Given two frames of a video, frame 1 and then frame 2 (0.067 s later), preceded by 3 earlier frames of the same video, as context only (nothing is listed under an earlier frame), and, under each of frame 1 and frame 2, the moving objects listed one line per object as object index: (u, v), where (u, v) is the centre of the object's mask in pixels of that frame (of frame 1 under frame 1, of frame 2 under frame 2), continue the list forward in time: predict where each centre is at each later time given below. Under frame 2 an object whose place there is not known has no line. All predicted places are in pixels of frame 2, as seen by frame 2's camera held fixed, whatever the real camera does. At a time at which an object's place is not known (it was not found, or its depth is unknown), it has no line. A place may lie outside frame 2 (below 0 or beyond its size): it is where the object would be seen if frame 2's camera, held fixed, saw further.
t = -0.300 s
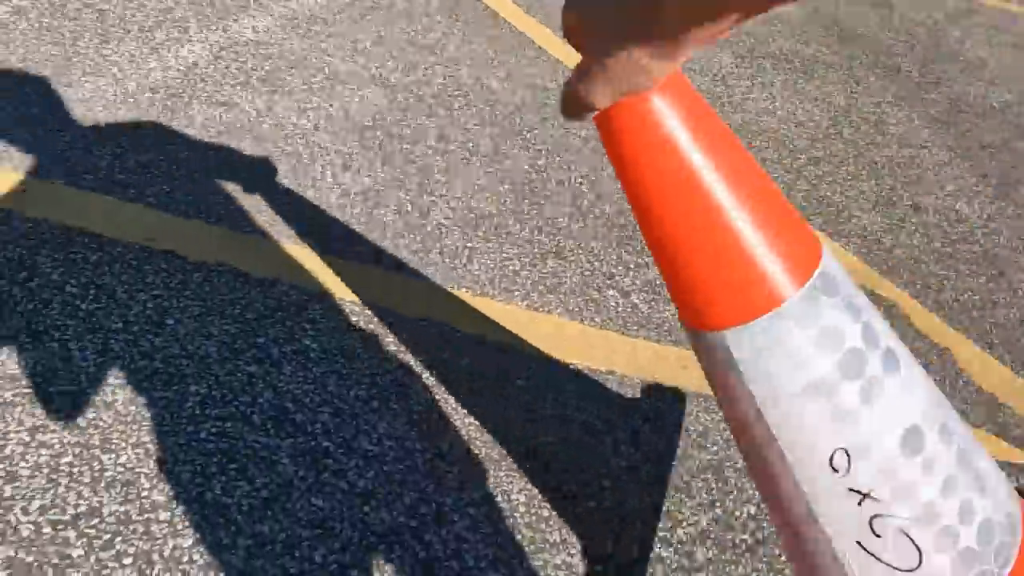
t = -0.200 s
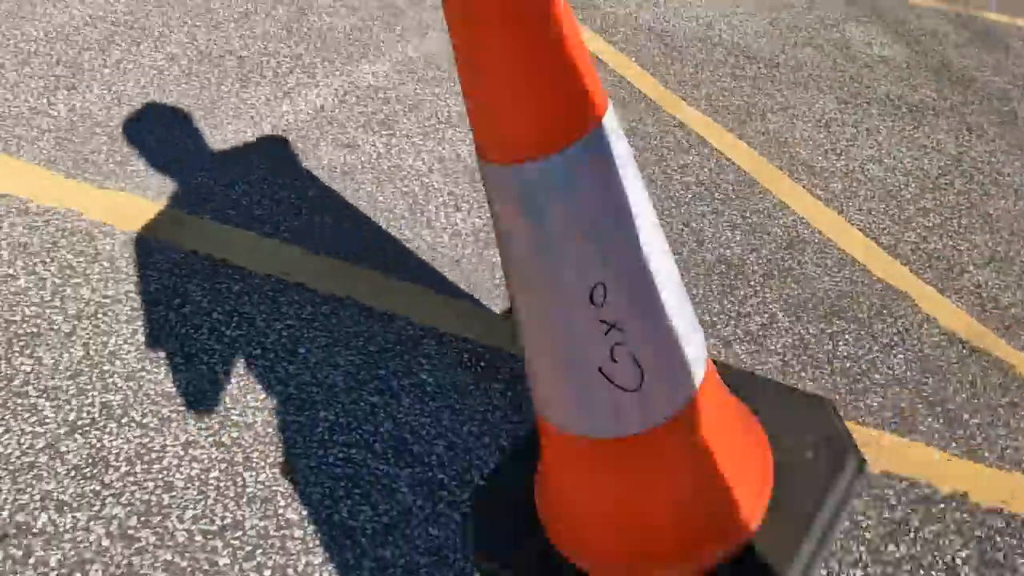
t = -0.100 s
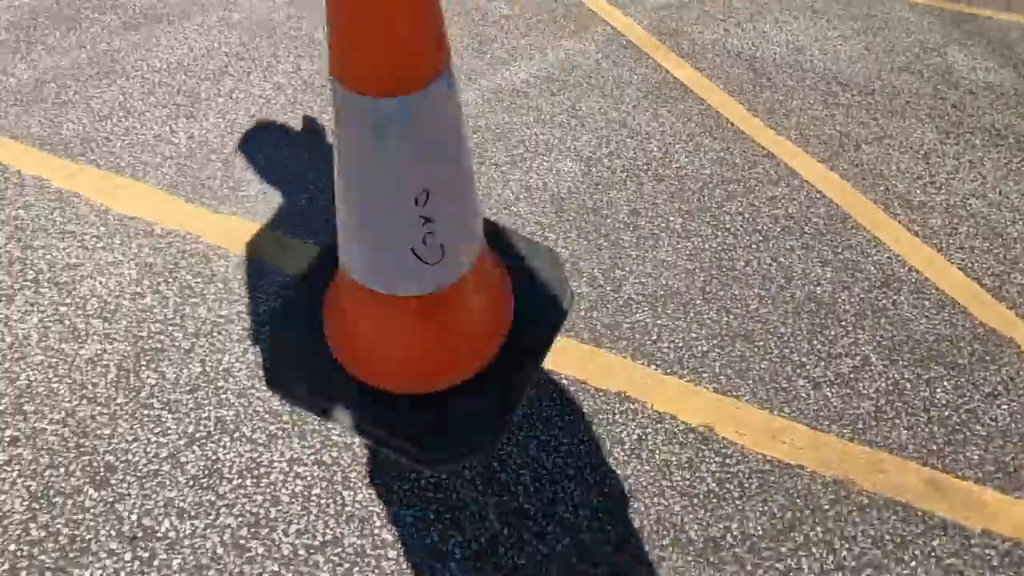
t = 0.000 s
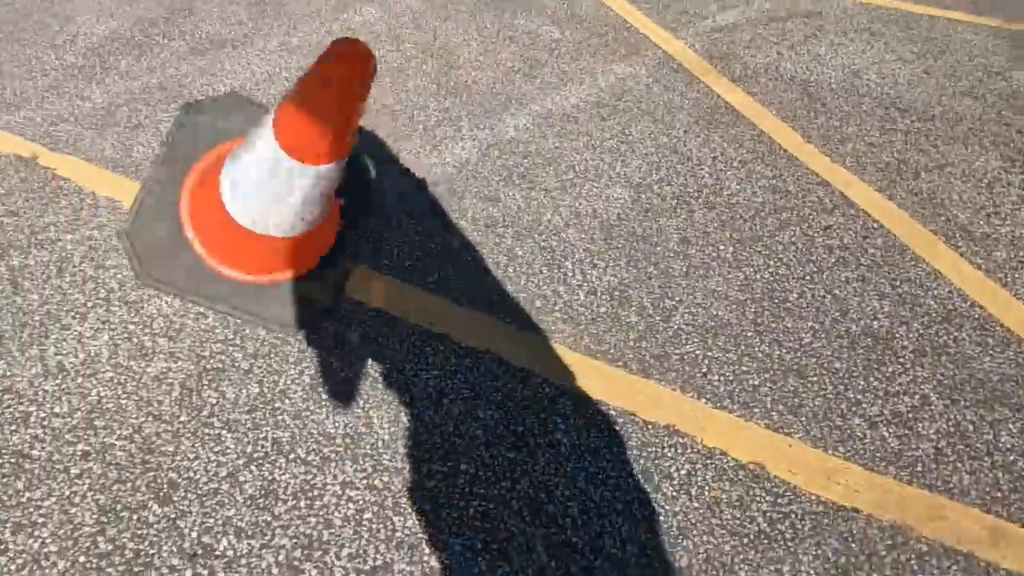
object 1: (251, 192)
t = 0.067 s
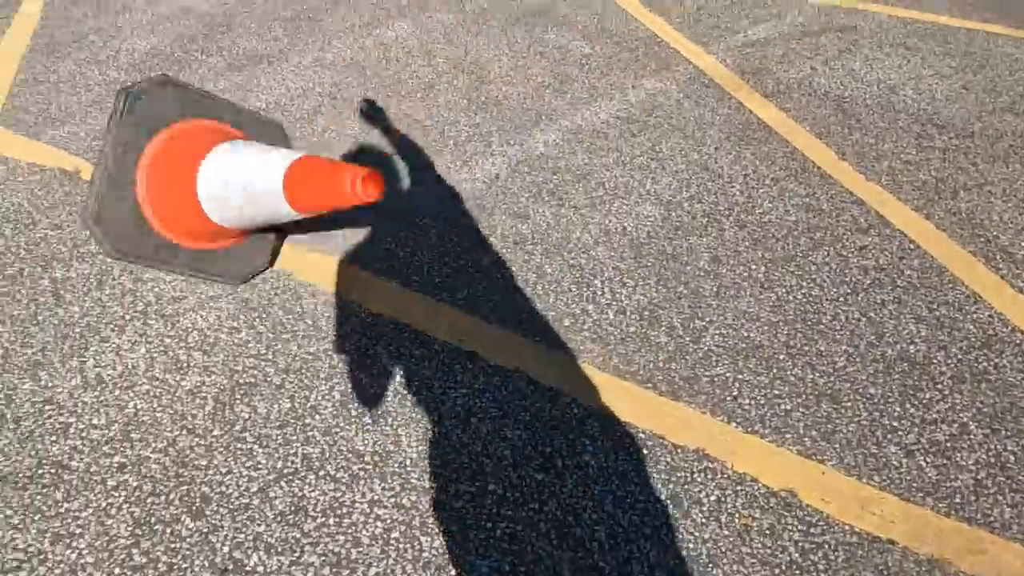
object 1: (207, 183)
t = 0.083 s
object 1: (193, 178)
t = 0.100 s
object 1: (181, 174)
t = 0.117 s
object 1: (166, 163)
